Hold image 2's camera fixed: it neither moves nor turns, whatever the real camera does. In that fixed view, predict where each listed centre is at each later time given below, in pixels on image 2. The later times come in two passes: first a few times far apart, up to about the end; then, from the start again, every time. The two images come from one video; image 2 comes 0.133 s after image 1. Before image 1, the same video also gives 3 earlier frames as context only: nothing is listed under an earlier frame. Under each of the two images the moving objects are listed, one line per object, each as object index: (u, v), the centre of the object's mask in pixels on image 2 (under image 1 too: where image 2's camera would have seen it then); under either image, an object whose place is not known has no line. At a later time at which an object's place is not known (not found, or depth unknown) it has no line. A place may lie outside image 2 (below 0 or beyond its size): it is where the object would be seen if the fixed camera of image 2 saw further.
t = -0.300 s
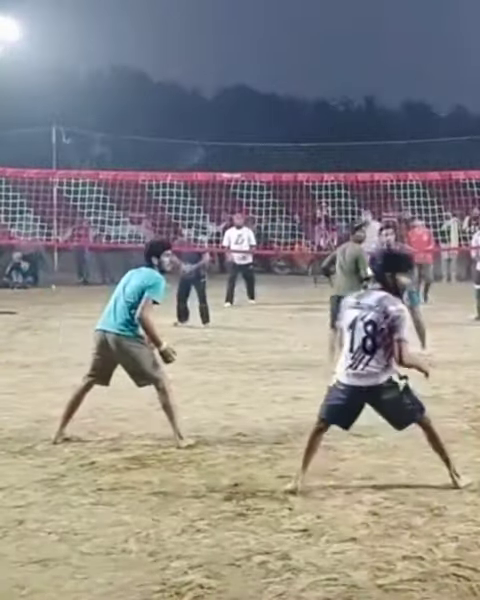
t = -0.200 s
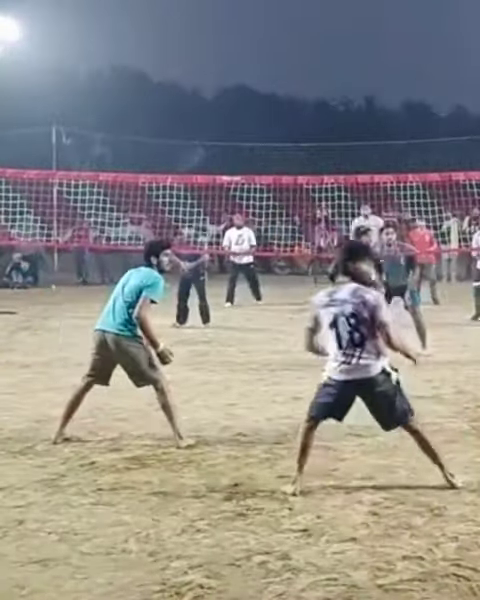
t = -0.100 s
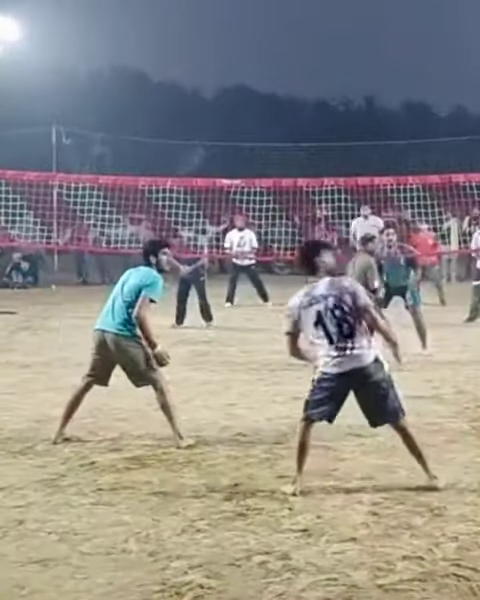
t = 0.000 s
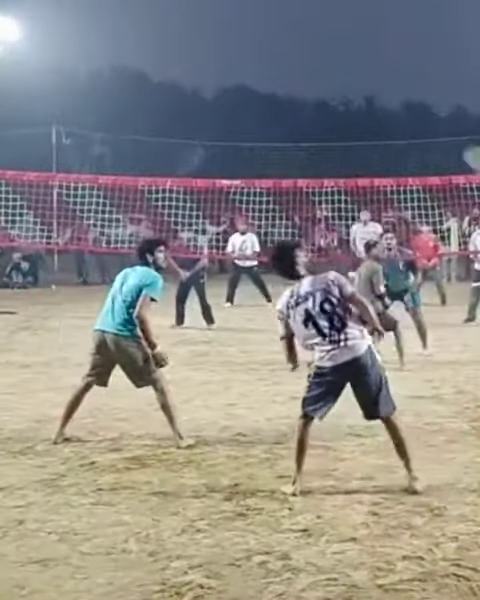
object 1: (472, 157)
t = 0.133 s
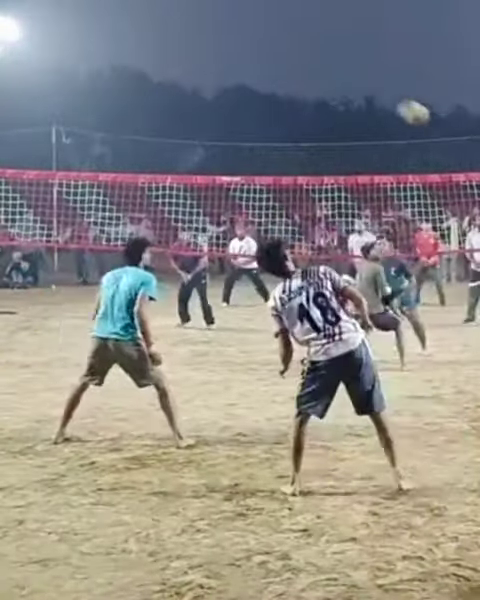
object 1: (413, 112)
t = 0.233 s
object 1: (373, 95)
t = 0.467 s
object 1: (298, 100)
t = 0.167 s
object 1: (399, 105)
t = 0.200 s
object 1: (386, 100)
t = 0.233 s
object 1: (373, 95)
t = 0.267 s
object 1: (360, 92)
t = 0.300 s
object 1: (349, 91)
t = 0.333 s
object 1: (337, 91)
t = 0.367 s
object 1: (327, 91)
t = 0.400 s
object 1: (317, 93)
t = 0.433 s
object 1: (307, 96)
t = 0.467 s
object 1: (298, 100)
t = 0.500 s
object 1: (289, 105)
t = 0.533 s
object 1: (281, 111)
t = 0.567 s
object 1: (274, 117)
